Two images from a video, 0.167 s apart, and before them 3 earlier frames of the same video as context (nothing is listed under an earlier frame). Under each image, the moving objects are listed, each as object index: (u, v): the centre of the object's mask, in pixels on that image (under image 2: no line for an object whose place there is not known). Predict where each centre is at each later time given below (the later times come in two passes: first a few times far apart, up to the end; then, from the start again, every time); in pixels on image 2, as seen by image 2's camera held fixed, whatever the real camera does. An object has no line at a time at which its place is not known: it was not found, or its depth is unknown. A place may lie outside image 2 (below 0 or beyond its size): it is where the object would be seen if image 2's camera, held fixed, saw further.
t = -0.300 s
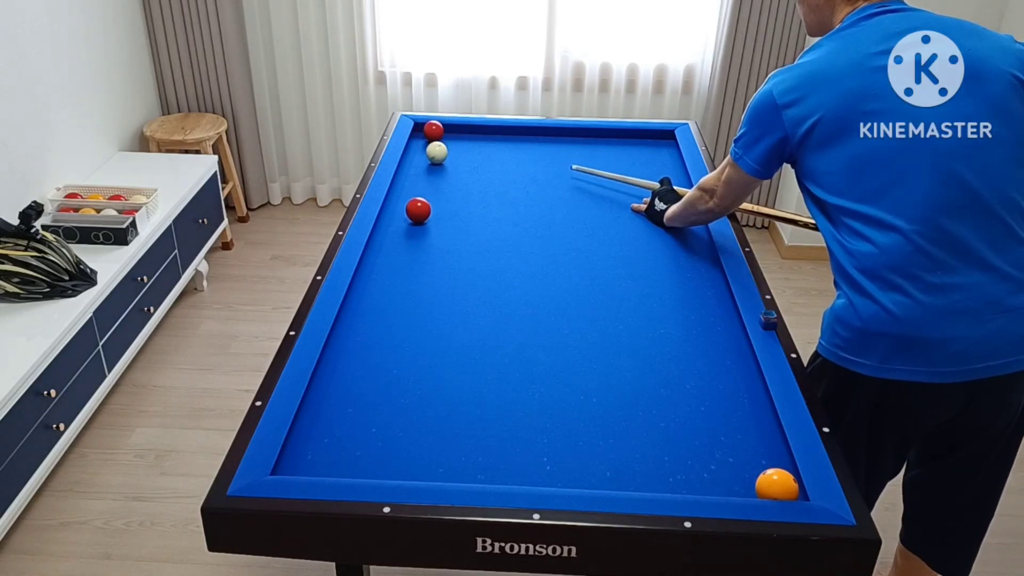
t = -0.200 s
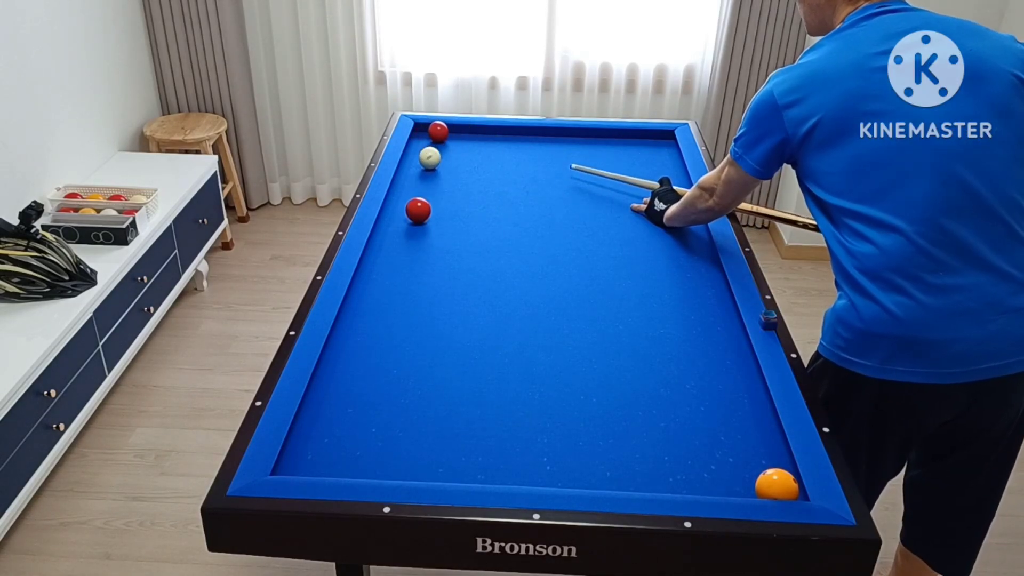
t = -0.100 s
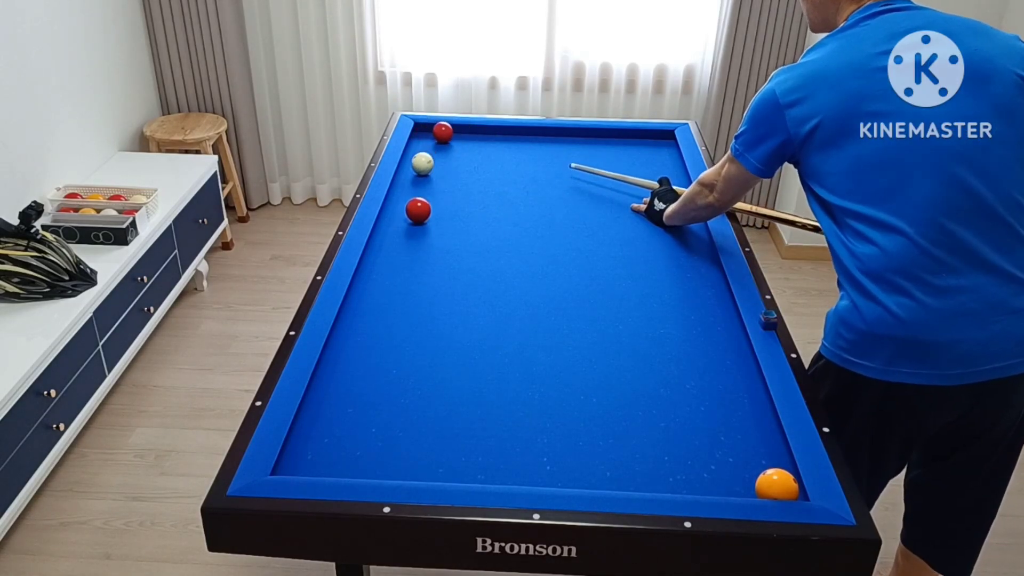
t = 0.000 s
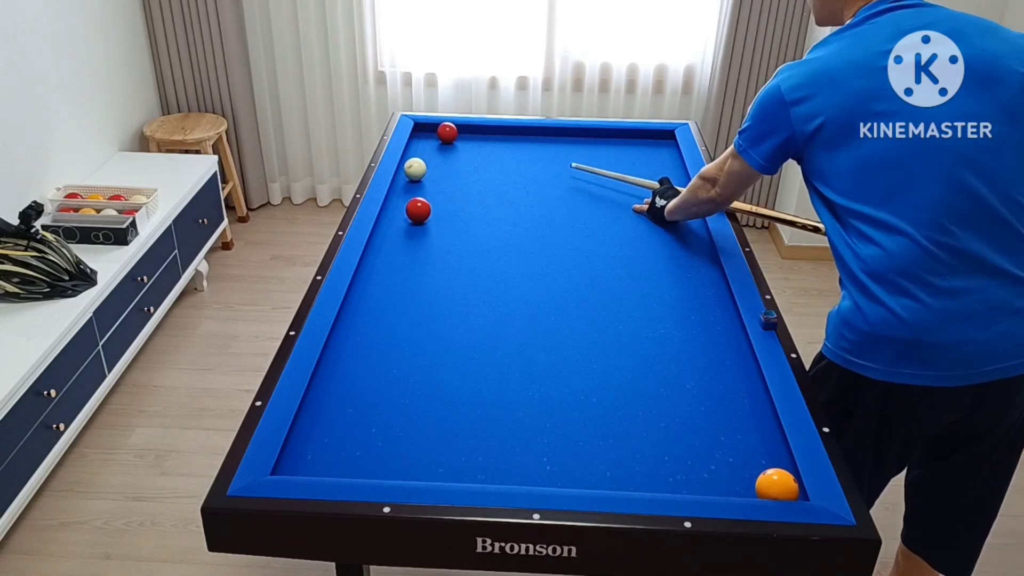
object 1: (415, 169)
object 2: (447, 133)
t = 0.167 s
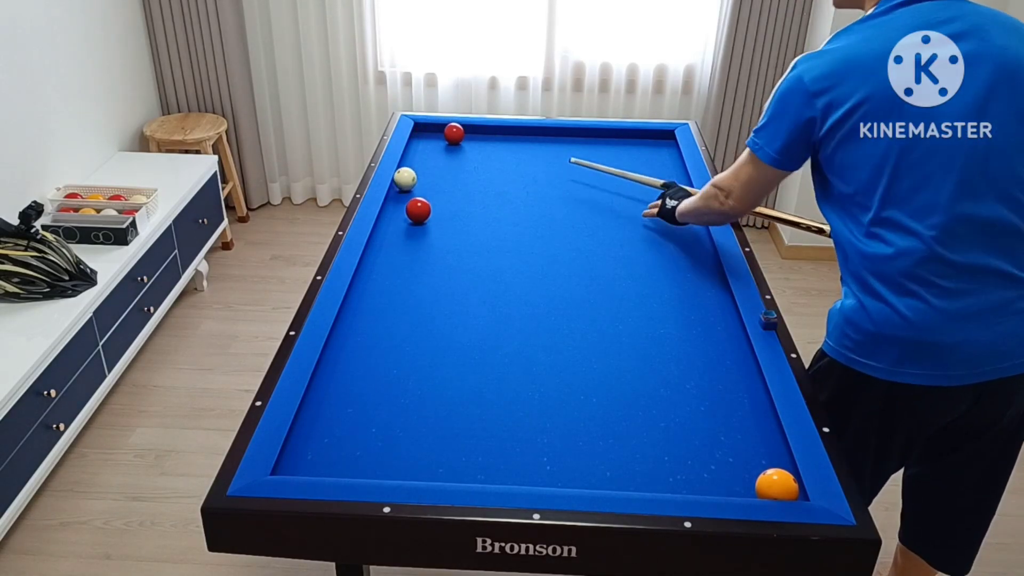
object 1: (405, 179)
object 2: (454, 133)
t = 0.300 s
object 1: (406, 187)
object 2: (459, 134)
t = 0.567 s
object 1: (406, 199)
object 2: (468, 135)
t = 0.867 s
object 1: (404, 205)
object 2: (477, 135)
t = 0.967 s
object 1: (403, 207)
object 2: (480, 135)
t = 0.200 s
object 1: (405, 181)
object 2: (455, 134)
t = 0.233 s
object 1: (406, 183)
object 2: (456, 134)
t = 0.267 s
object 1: (406, 185)
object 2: (458, 134)
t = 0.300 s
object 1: (406, 187)
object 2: (459, 134)
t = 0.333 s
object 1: (407, 189)
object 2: (460, 134)
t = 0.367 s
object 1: (407, 191)
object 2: (461, 134)
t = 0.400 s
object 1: (407, 192)
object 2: (463, 134)
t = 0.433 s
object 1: (407, 194)
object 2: (464, 134)
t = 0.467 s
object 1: (407, 196)
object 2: (465, 134)
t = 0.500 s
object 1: (406, 197)
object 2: (466, 134)
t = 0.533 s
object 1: (406, 199)
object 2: (467, 134)
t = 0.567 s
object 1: (406, 199)
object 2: (468, 135)
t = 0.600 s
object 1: (406, 200)
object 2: (469, 135)
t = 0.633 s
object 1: (406, 201)
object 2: (470, 134)
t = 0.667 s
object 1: (406, 202)
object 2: (472, 135)
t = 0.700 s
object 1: (406, 202)
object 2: (473, 135)
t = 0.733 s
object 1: (405, 203)
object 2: (474, 135)
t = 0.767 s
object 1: (405, 204)
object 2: (475, 135)
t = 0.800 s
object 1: (405, 204)
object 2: (476, 135)
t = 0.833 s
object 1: (405, 205)
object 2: (476, 135)
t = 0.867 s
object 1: (404, 205)
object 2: (477, 135)
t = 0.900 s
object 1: (404, 206)
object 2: (478, 135)
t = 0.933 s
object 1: (403, 206)
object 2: (479, 135)
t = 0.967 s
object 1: (403, 207)
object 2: (480, 135)
